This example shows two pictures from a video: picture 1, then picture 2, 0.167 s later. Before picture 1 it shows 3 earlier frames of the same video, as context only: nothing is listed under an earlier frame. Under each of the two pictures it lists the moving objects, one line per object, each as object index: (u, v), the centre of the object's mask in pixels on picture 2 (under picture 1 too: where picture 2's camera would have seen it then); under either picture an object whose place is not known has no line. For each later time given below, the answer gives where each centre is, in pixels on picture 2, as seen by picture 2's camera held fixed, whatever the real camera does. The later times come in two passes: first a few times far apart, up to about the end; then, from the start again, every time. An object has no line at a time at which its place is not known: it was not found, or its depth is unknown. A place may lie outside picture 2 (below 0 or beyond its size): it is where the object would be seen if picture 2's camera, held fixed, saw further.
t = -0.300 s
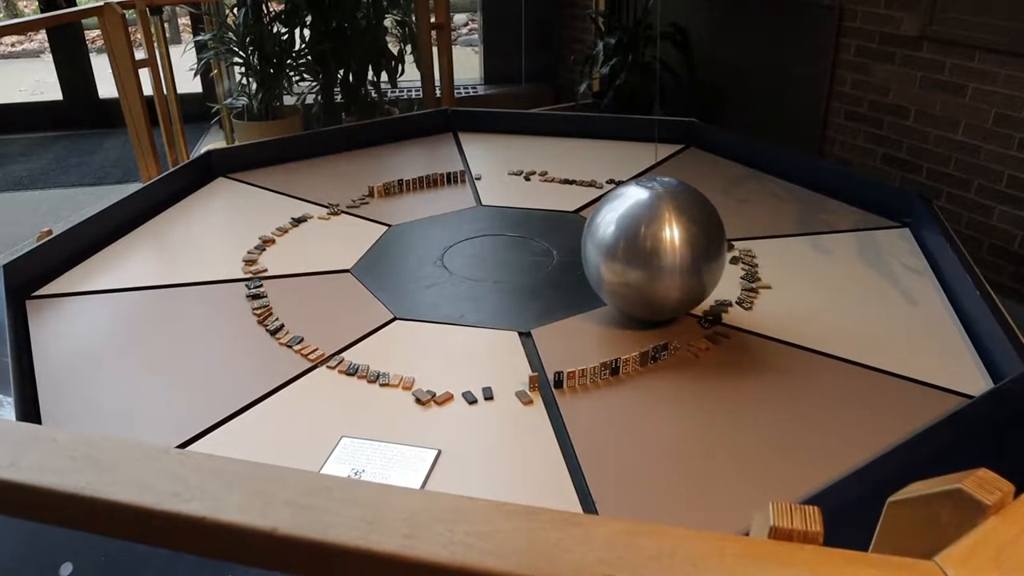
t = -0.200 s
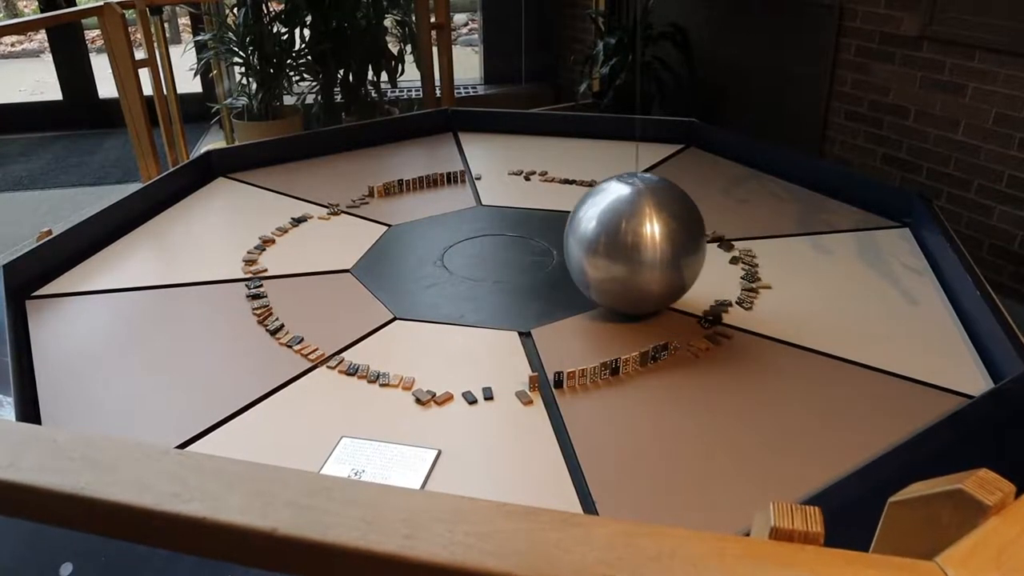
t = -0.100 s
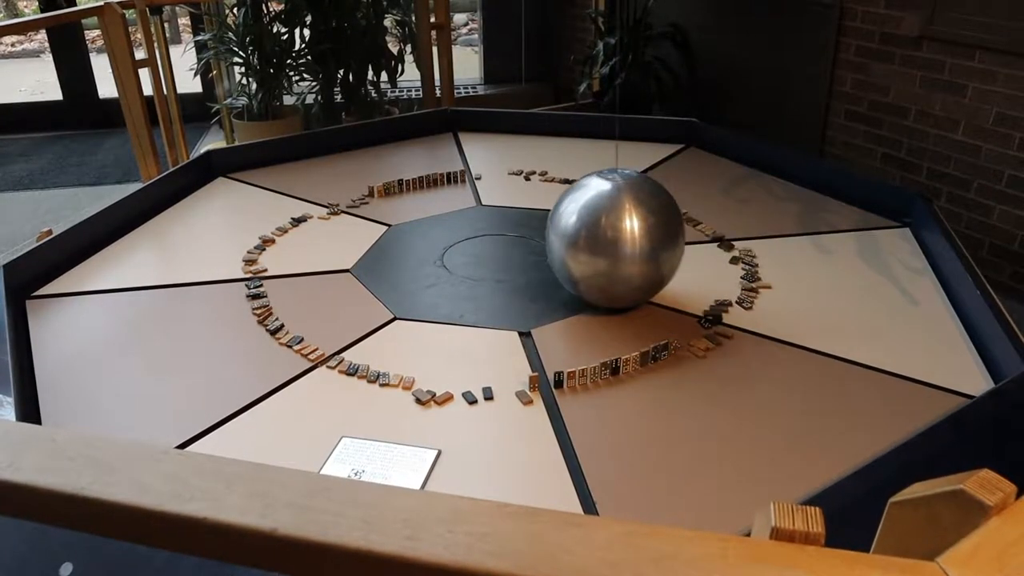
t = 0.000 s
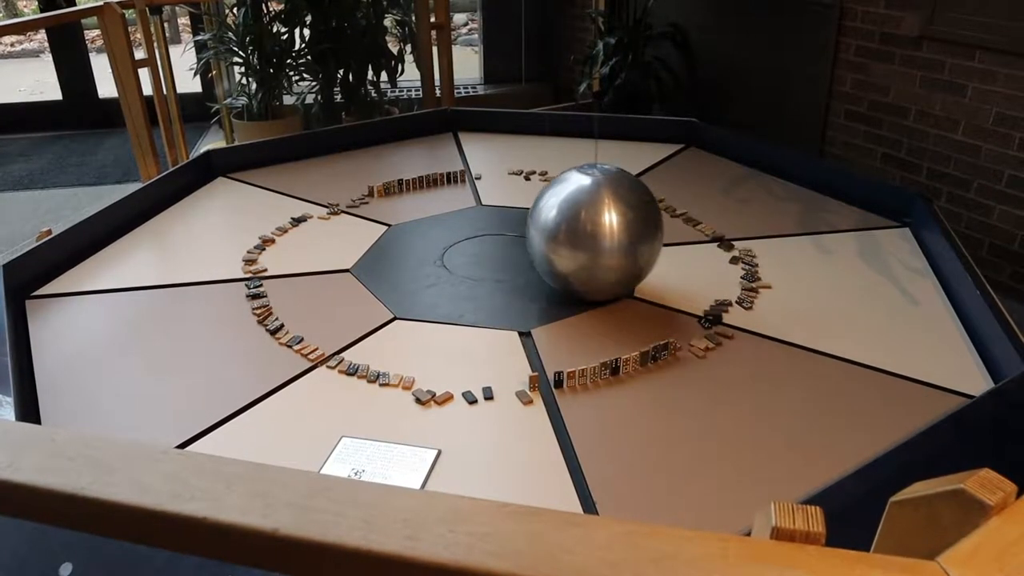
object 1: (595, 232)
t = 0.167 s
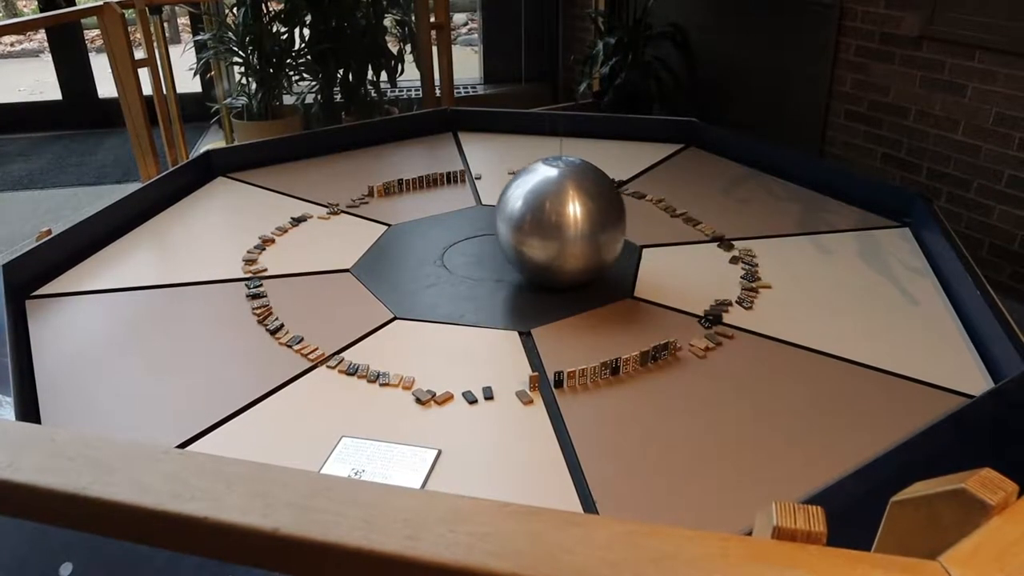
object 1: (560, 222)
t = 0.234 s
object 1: (546, 218)
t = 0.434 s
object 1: (506, 206)
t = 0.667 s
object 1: (462, 192)
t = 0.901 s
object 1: (424, 178)
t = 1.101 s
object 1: (395, 168)
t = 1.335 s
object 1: (369, 157)
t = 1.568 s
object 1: (349, 149)
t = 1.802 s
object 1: (337, 144)
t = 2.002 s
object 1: (332, 143)
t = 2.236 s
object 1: (333, 144)
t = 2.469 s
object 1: (341, 148)
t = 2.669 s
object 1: (354, 154)
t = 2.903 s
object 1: (376, 162)
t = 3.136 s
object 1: (405, 174)
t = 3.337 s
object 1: (436, 185)
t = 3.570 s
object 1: (477, 200)
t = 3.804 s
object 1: (523, 215)
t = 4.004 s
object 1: (565, 227)
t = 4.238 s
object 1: (613, 241)
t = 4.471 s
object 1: (659, 253)
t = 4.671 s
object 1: (692, 260)
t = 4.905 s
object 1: (719, 268)
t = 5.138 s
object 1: (733, 269)
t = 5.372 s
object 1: (730, 269)
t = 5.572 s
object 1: (715, 265)
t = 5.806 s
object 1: (685, 257)
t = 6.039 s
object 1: (645, 246)
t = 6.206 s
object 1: (612, 237)
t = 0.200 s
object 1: (553, 220)
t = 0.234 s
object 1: (546, 218)
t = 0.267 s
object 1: (540, 216)
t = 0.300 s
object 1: (533, 214)
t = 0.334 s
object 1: (525, 212)
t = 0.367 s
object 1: (519, 210)
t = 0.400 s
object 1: (512, 208)
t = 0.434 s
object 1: (506, 206)
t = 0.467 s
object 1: (499, 204)
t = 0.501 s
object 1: (493, 202)
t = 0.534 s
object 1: (487, 200)
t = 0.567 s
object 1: (480, 198)
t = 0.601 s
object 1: (474, 195)
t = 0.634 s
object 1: (468, 193)
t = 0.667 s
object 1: (462, 192)
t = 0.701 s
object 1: (456, 189)
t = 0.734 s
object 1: (451, 187)
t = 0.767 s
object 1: (445, 186)
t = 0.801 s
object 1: (440, 183)
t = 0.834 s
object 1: (434, 182)
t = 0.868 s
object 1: (429, 180)
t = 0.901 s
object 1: (424, 178)
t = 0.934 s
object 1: (418, 176)
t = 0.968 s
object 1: (413, 175)
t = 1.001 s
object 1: (409, 173)
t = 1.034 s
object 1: (404, 171)
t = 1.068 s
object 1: (400, 169)
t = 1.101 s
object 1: (395, 168)
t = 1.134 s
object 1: (391, 166)
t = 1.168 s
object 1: (387, 165)
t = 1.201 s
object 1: (383, 163)
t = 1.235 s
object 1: (379, 162)
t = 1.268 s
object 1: (376, 161)
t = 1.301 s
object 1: (372, 160)
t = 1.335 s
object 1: (369, 157)
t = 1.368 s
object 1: (366, 156)
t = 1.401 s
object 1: (363, 155)
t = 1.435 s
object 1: (360, 154)
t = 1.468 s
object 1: (357, 152)
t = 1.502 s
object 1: (354, 151)
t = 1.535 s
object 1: (352, 150)
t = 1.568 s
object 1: (349, 149)
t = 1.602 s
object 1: (347, 149)
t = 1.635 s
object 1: (345, 148)
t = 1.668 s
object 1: (343, 148)
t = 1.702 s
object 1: (341, 146)
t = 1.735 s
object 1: (340, 145)
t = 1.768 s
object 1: (338, 145)
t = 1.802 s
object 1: (337, 144)
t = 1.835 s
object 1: (335, 144)
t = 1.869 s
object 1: (335, 144)
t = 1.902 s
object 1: (334, 143)
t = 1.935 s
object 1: (333, 143)
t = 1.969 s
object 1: (333, 143)
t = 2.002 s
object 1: (332, 143)
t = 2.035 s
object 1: (332, 143)
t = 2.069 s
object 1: (332, 143)
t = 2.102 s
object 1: (332, 143)
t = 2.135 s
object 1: (332, 143)
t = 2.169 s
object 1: (332, 143)
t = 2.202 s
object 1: (332, 144)
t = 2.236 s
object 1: (333, 144)
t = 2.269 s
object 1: (334, 144)
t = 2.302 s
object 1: (335, 145)
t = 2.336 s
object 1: (336, 145)
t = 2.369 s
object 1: (337, 146)
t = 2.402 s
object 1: (338, 146)
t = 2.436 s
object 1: (340, 147)
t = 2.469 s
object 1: (341, 148)
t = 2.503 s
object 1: (343, 149)
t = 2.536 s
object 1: (345, 150)
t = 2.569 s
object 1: (347, 150)
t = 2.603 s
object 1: (350, 152)
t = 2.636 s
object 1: (352, 153)
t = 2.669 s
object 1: (354, 154)
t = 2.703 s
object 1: (357, 155)
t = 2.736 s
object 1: (360, 156)
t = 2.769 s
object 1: (363, 158)
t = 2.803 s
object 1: (366, 158)
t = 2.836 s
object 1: (369, 160)
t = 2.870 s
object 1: (373, 161)
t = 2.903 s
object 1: (376, 162)
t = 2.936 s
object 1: (380, 164)
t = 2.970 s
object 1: (384, 165)
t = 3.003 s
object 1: (388, 167)
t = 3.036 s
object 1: (392, 169)
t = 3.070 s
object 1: (396, 171)
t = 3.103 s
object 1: (401, 172)
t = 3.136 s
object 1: (405, 174)
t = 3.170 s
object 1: (410, 176)
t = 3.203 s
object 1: (415, 178)
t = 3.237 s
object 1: (420, 179)
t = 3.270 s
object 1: (425, 181)
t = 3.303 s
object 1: (430, 183)
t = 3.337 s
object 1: (436, 185)
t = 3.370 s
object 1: (441, 187)
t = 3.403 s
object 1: (447, 189)
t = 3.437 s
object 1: (453, 191)
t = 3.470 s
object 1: (459, 193)
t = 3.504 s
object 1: (464, 195)
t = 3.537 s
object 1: (470, 198)
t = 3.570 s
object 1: (477, 200)
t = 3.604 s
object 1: (483, 202)
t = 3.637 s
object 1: (489, 204)
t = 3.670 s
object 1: (496, 206)
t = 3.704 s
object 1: (503, 208)
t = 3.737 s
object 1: (509, 210)
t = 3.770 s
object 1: (516, 212)
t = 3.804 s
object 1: (523, 215)
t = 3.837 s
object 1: (529, 217)
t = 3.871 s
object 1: (537, 219)
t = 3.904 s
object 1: (543, 221)
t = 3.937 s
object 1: (550, 223)
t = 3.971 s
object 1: (558, 225)
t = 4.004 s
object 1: (565, 227)
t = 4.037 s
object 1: (572, 228)
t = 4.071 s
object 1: (579, 231)
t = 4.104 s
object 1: (586, 233)
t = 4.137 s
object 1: (593, 235)
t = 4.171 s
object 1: (599, 237)
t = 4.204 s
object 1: (606, 239)
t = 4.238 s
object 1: (613, 241)
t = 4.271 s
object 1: (620, 243)
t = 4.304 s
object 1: (627, 244)
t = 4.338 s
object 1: (634, 245)
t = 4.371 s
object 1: (640, 247)
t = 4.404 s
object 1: (647, 249)
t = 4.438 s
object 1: (653, 251)
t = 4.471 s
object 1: (659, 253)
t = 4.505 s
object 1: (665, 254)
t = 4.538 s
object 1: (670, 256)
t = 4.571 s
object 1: (676, 257)
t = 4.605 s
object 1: (682, 258)
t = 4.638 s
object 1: (687, 260)
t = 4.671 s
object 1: (692, 260)
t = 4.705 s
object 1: (697, 262)
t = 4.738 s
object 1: (701, 263)
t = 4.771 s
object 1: (705, 264)
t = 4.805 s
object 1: (709, 265)
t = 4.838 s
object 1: (713, 266)
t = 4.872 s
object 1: (716, 267)
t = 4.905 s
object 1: (719, 268)
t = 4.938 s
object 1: (722, 268)
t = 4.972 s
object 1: (726, 268)
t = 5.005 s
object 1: (728, 268)
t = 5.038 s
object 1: (730, 269)
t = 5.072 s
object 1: (731, 269)
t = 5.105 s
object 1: (732, 270)
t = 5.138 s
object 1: (733, 269)
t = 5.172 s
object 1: (733, 270)
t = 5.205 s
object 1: (734, 270)
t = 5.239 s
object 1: (734, 269)
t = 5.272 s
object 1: (733, 270)
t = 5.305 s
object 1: (733, 269)
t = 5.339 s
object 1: (732, 269)
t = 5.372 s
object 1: (730, 269)
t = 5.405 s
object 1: (729, 268)
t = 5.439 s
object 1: (727, 267)
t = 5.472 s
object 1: (724, 267)
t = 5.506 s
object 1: (722, 266)
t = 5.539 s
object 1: (719, 265)
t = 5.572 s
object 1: (715, 265)
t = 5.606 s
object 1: (712, 264)
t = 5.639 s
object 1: (708, 263)
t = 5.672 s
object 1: (704, 262)
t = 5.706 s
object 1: (700, 260)
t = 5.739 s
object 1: (695, 259)
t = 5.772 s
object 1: (691, 258)
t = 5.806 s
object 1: (685, 257)
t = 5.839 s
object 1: (680, 256)
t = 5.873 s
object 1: (675, 254)
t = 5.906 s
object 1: (669, 253)
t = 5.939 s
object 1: (663, 251)
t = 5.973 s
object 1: (657, 249)
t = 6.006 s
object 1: (651, 247)
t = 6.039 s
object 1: (645, 246)
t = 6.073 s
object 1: (638, 244)
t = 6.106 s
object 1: (632, 242)
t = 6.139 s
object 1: (625, 241)
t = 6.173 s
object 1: (618, 239)
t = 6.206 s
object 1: (612, 237)
